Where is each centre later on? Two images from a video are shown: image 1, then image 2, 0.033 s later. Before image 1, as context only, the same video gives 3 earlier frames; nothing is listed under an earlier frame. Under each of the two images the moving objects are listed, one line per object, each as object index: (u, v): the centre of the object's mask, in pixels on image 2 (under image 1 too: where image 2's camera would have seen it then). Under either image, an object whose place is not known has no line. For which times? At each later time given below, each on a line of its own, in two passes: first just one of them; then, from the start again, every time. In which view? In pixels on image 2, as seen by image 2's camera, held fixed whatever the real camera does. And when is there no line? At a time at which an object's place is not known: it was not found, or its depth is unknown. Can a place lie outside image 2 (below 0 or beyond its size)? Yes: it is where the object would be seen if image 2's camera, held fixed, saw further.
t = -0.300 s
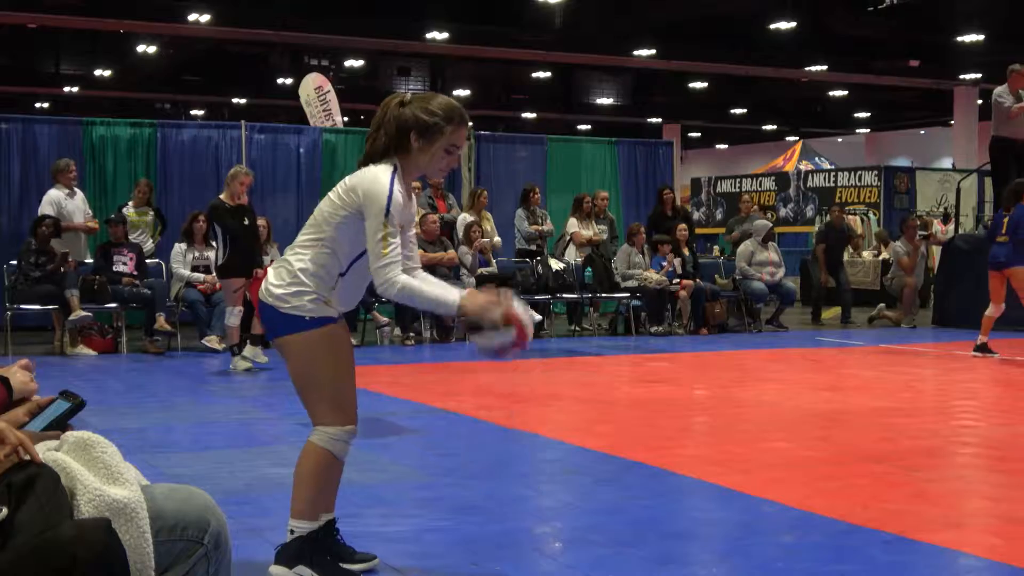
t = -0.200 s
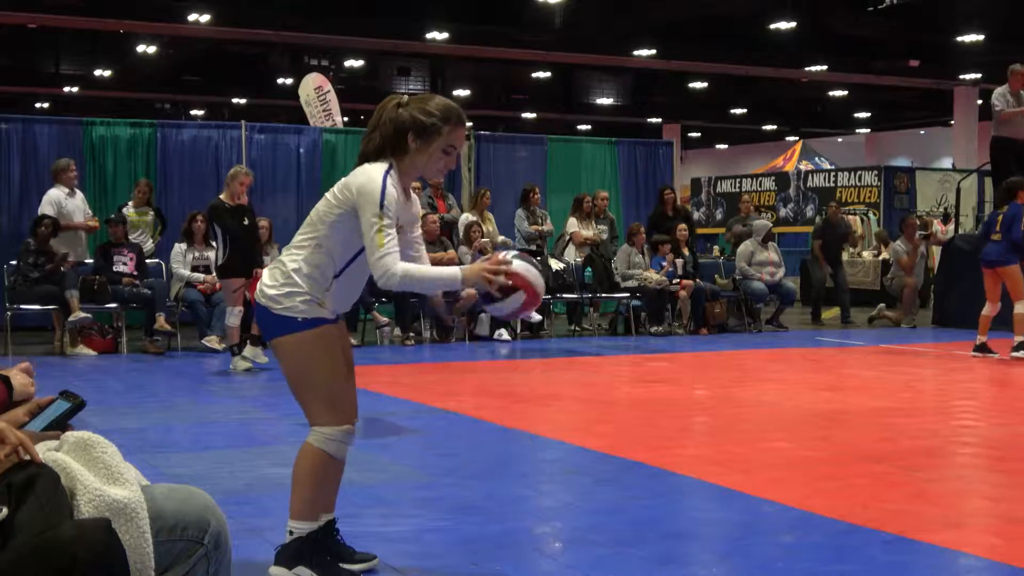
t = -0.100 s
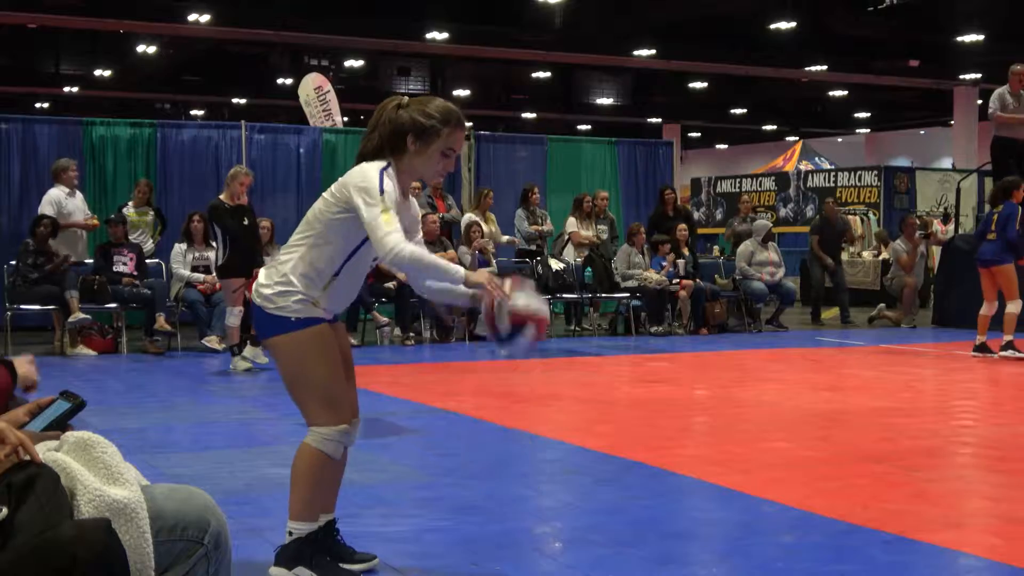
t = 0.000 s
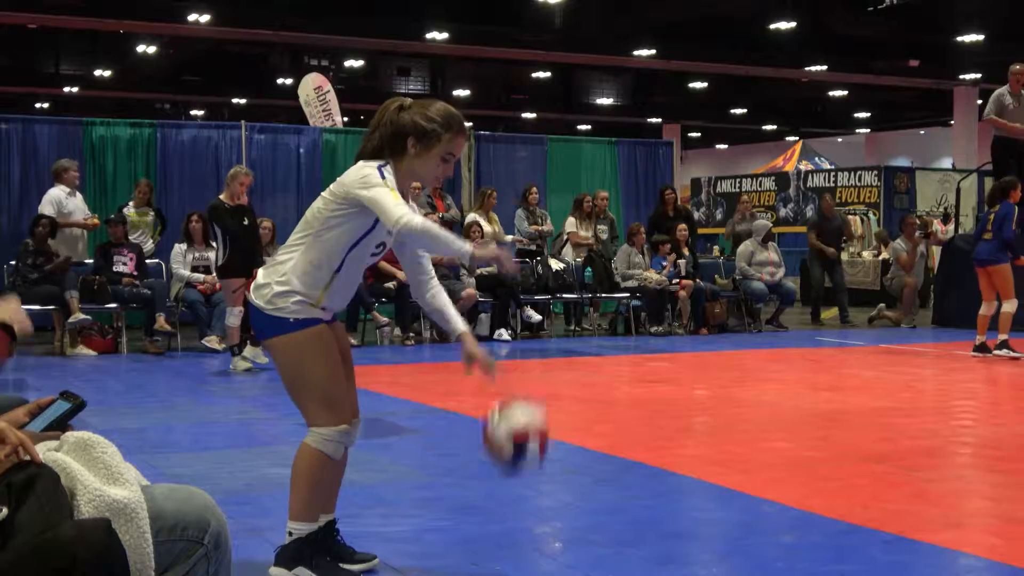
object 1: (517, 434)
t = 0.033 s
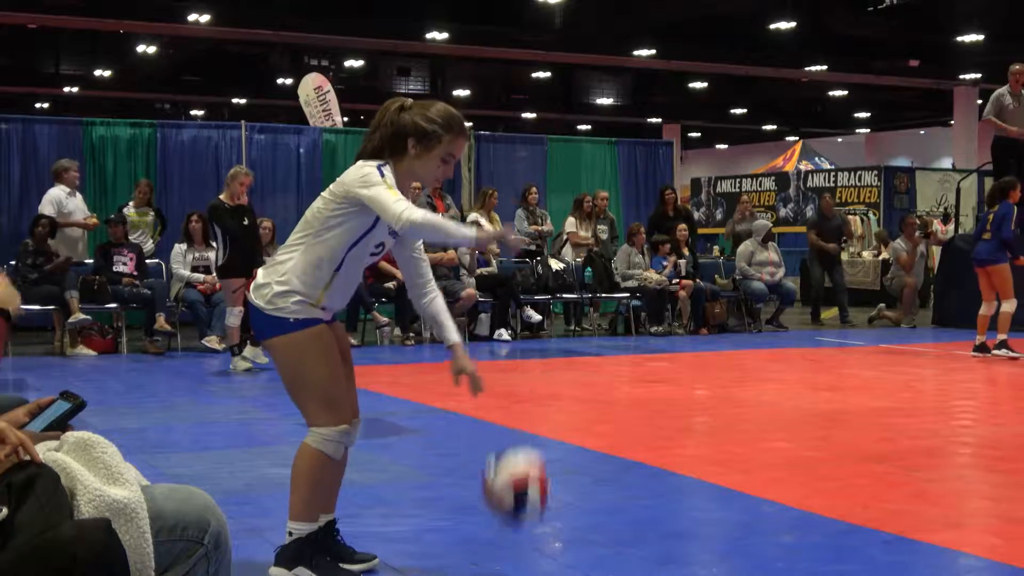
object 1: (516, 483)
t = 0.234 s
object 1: (510, 390)
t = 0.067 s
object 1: (516, 535)
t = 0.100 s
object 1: (515, 520)
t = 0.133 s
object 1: (514, 484)
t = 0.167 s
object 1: (513, 449)
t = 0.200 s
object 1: (512, 417)
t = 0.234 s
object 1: (510, 390)
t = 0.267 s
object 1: (509, 367)
